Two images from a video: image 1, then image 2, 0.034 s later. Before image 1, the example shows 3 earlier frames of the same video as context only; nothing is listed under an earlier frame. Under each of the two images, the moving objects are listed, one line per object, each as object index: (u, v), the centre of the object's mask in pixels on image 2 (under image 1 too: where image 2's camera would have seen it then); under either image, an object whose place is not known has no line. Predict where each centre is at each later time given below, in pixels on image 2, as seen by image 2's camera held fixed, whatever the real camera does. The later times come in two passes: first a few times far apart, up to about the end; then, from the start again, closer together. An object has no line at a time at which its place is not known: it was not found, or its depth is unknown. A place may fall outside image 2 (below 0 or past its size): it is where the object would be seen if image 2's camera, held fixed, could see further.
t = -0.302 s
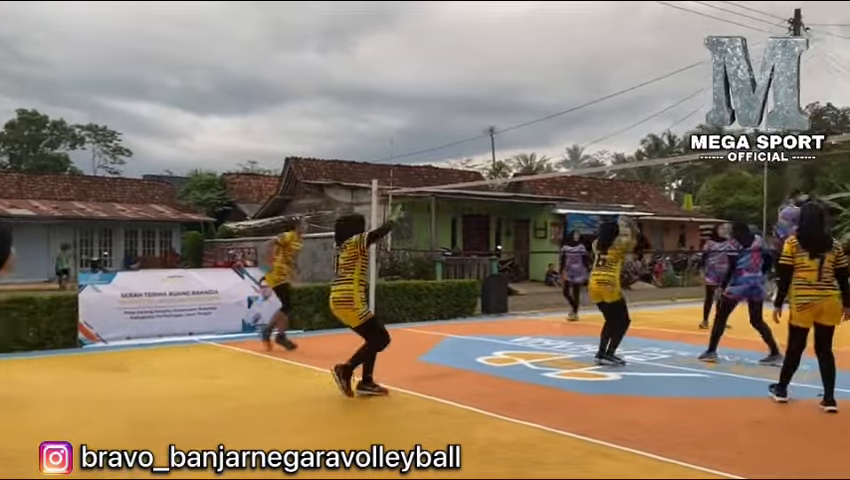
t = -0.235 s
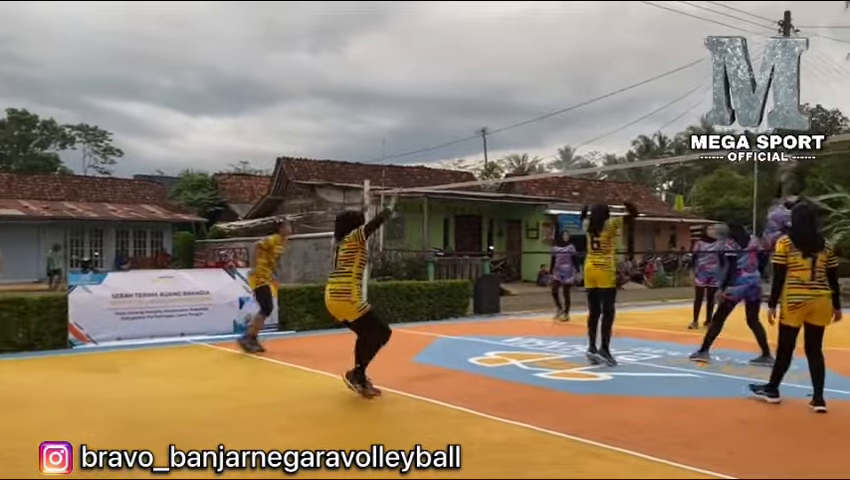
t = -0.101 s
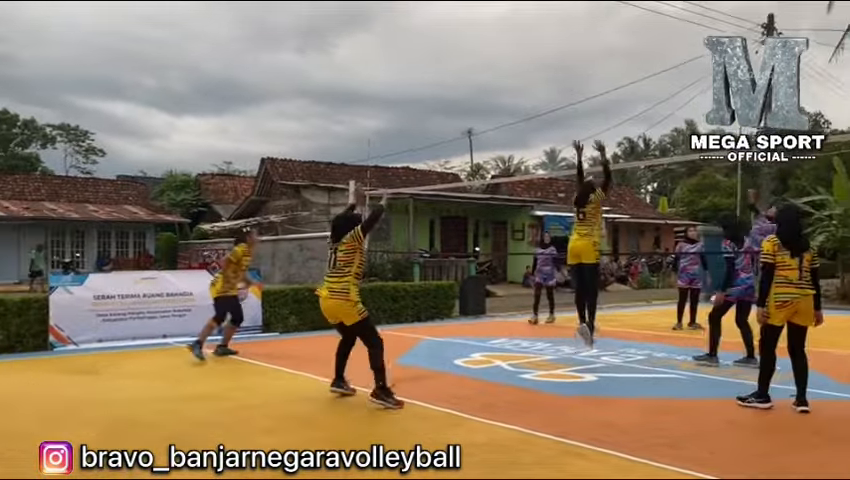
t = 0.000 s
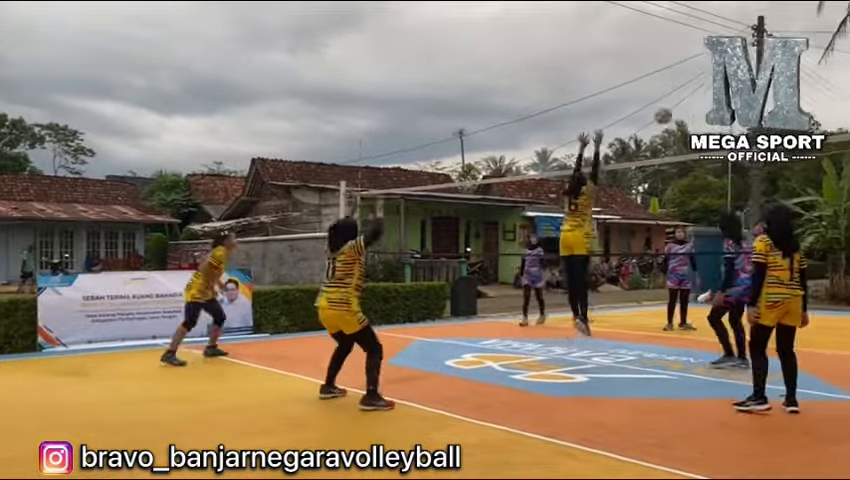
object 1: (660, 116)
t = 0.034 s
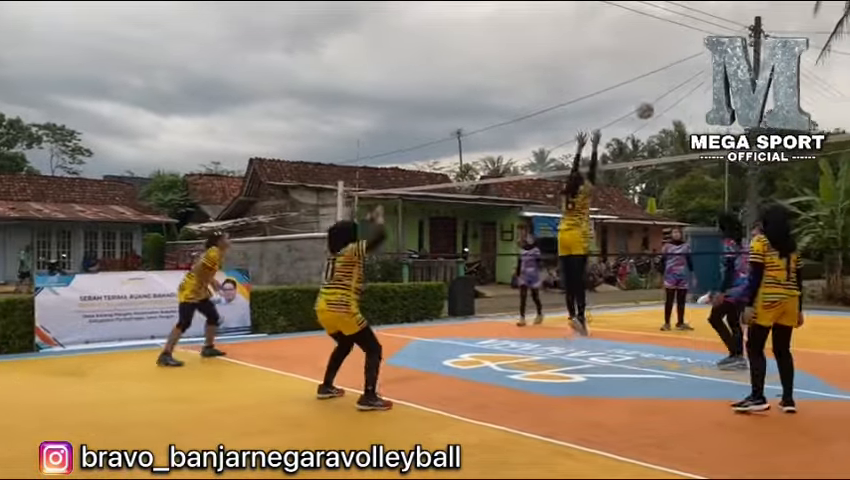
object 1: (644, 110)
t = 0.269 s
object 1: (515, 93)
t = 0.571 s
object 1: (282, 153)
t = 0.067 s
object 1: (628, 106)
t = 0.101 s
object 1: (611, 102)
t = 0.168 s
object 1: (575, 96)
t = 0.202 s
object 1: (556, 95)
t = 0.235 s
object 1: (536, 94)
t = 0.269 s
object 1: (515, 93)
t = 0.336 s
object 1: (473, 97)
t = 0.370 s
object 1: (449, 102)
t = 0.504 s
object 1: (344, 129)
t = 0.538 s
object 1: (314, 140)
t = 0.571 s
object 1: (282, 153)
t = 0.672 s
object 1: (176, 202)
